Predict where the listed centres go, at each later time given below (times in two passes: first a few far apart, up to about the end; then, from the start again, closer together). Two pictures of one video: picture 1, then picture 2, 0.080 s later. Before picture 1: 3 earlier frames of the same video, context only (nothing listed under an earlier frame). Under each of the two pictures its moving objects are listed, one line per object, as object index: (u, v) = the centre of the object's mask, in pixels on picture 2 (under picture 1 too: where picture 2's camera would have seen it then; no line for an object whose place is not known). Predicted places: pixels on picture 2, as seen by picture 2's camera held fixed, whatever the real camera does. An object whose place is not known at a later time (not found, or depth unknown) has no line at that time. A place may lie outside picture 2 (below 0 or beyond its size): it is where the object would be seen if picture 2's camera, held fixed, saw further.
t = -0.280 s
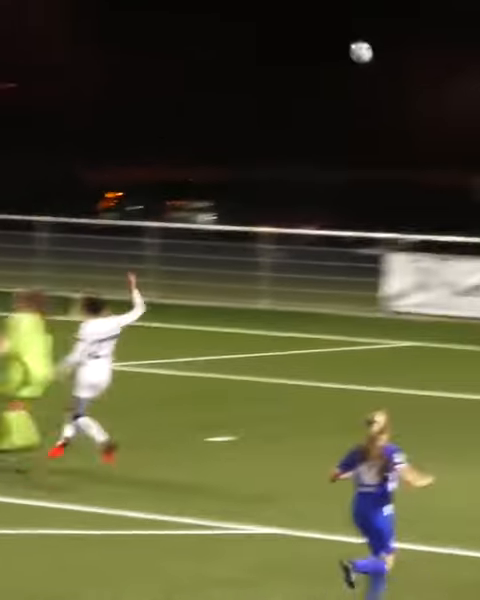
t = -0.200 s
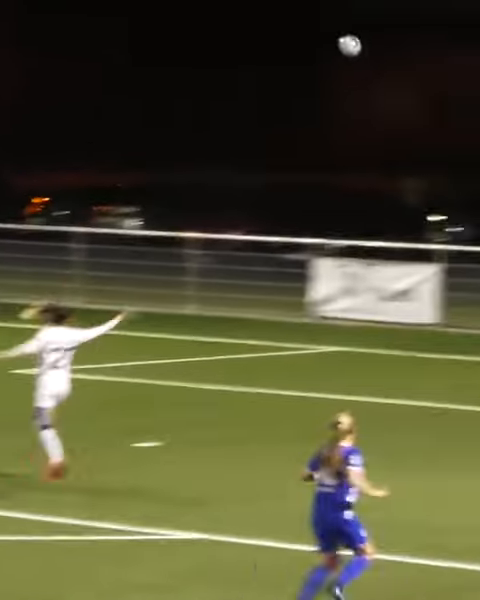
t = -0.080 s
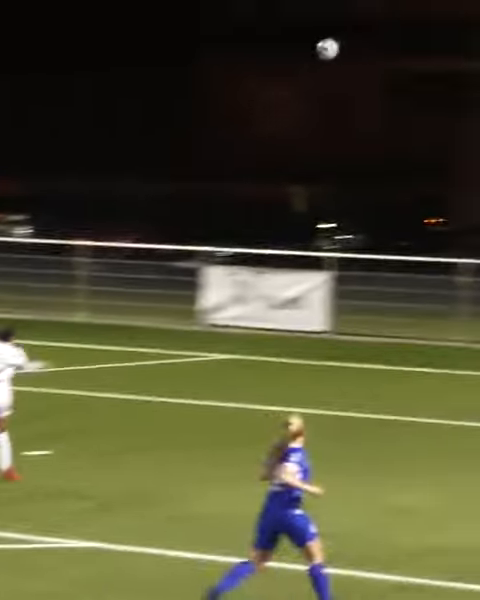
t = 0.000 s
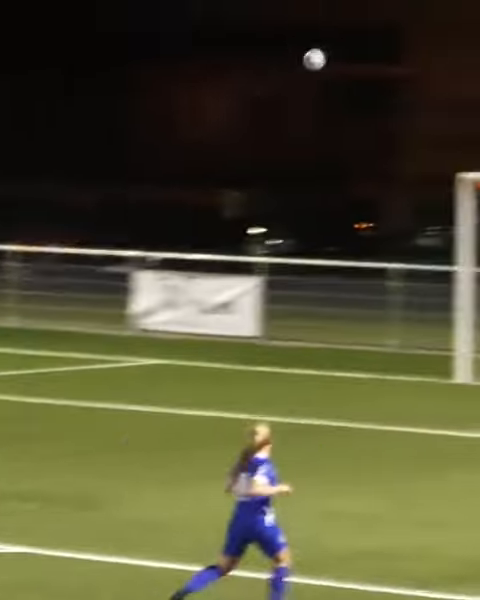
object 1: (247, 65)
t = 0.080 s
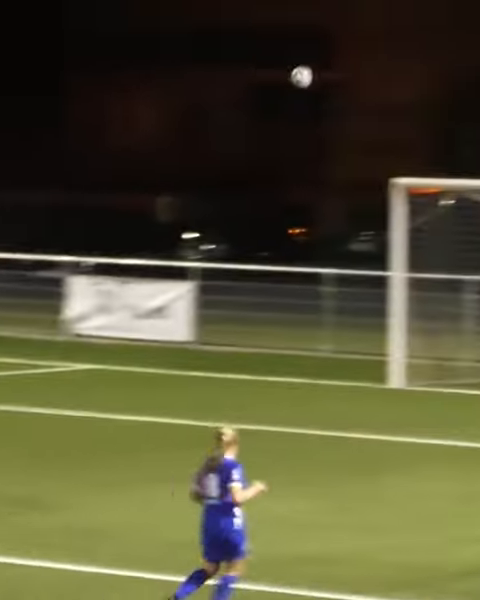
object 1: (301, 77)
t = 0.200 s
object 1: (378, 106)
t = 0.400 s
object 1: (493, 182)
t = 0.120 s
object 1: (326, 85)
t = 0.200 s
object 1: (378, 106)
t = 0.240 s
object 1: (401, 118)
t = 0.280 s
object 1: (426, 132)
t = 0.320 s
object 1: (449, 147)
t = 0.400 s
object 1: (493, 182)
